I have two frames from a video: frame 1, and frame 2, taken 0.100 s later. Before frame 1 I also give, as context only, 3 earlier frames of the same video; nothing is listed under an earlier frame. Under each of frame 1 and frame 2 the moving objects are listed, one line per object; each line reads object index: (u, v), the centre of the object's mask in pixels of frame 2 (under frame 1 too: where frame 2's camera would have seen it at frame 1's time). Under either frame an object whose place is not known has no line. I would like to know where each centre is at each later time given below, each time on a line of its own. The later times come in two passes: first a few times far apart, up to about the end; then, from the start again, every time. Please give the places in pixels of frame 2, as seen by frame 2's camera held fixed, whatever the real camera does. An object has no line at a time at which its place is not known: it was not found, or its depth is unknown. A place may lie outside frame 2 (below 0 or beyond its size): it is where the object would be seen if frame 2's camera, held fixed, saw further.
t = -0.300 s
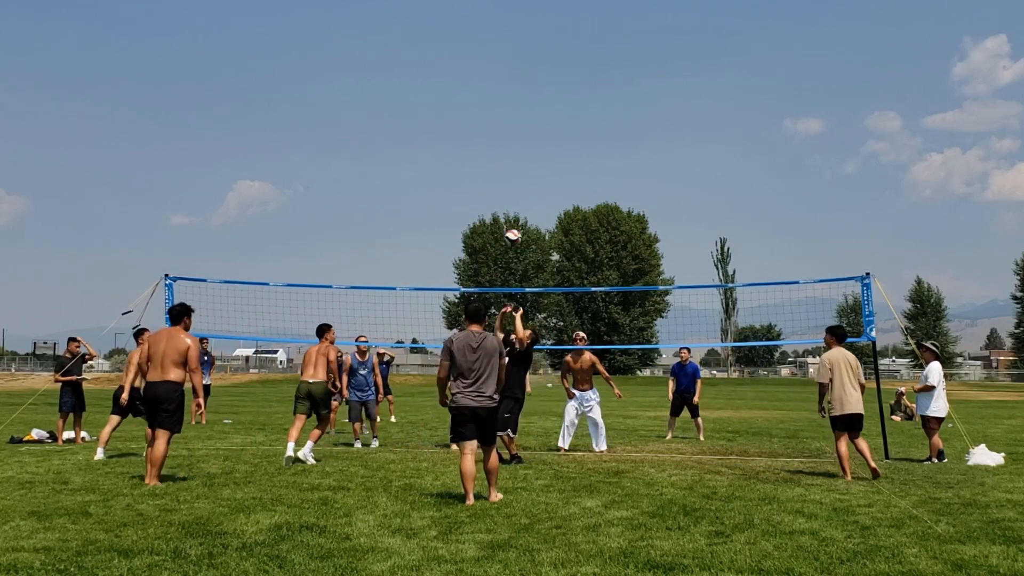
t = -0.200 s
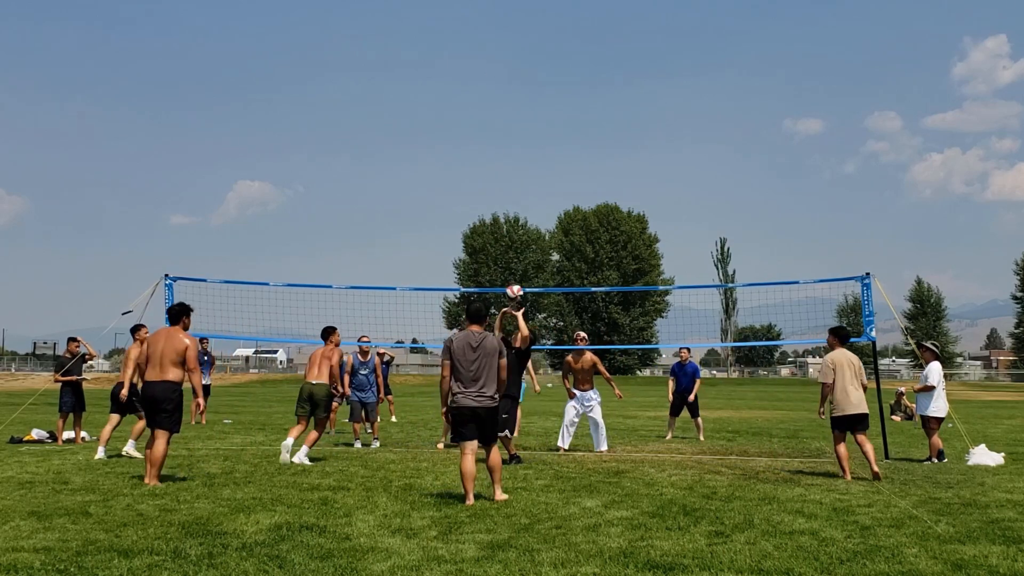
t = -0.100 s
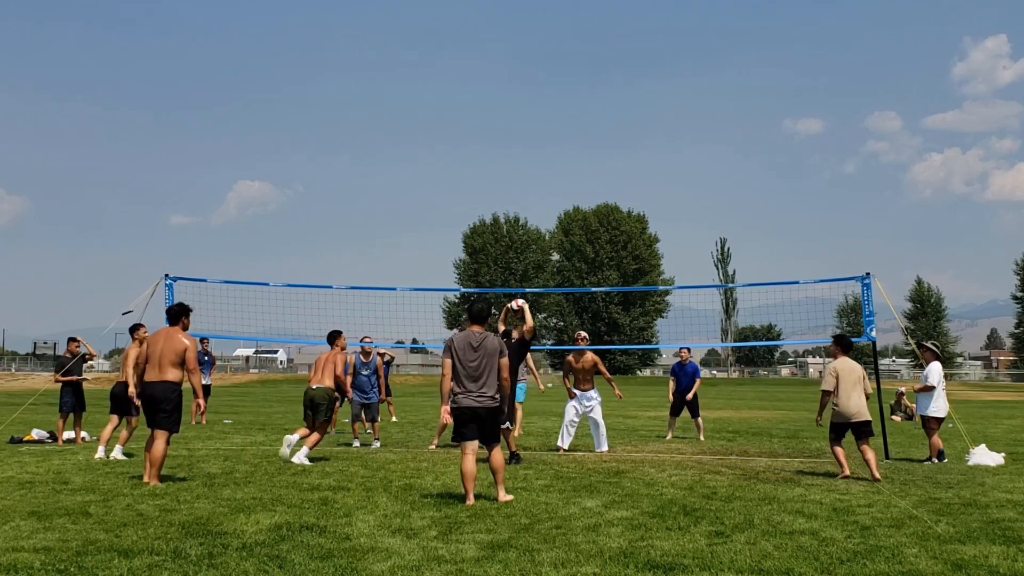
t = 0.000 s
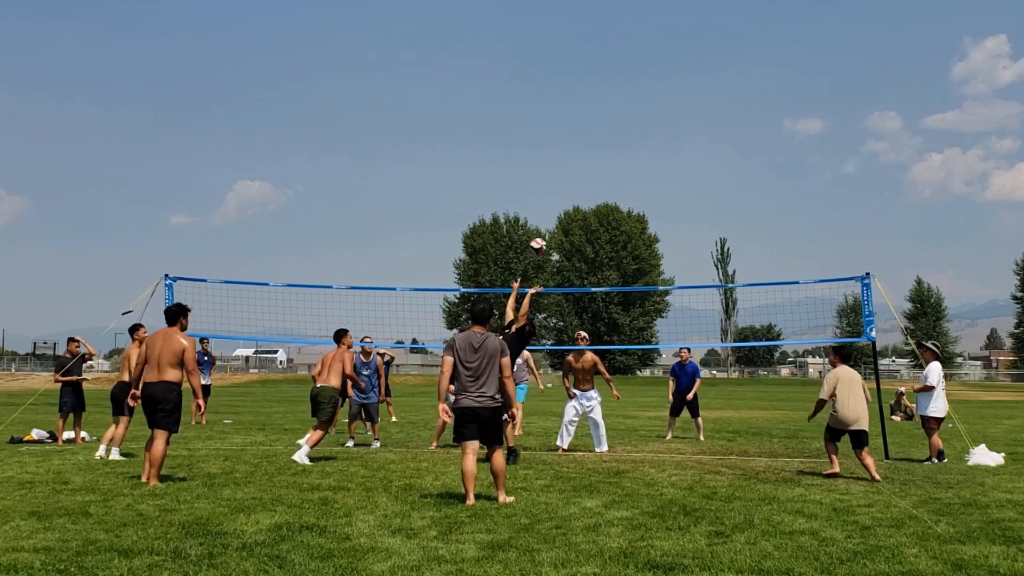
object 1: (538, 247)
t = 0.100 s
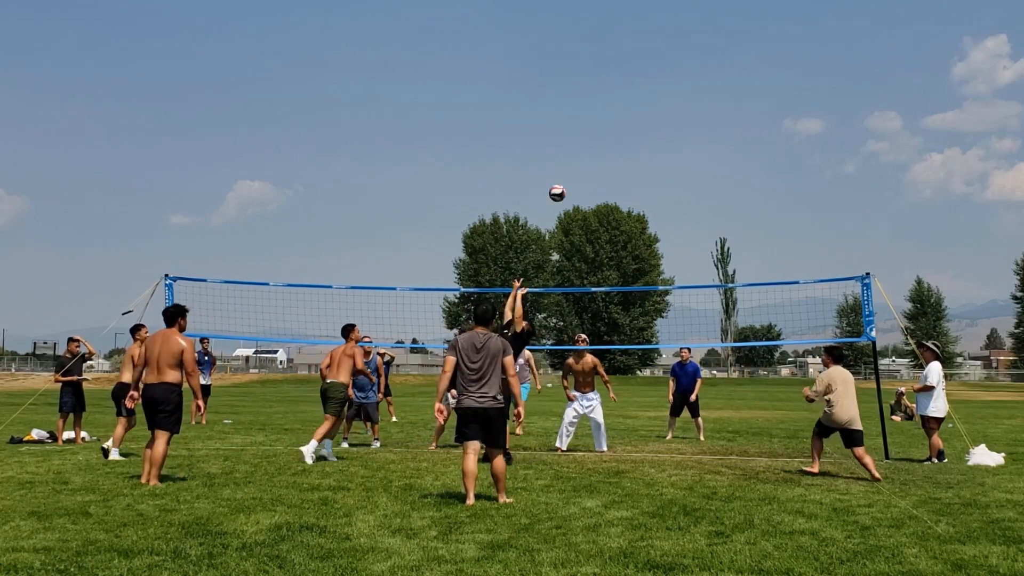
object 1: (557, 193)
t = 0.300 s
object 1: (595, 115)
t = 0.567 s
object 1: (641, 64)
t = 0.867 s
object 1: (690, 73)
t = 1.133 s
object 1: (731, 136)
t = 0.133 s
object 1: (564, 178)
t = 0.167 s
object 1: (570, 163)
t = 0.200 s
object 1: (576, 150)
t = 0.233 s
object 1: (583, 137)
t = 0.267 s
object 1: (589, 126)
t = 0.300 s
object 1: (595, 115)
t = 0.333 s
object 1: (601, 106)
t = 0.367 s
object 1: (607, 97)
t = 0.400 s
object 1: (612, 89)
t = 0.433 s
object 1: (618, 83)
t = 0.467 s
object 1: (624, 76)
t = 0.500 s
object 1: (630, 72)
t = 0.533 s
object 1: (635, 67)
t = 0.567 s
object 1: (641, 64)
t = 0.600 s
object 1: (646, 61)
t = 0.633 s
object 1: (652, 60)
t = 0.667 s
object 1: (658, 59)
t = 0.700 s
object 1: (663, 59)
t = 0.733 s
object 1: (668, 60)
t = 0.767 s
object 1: (674, 62)
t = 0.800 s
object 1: (679, 65)
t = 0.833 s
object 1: (684, 69)
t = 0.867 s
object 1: (690, 73)
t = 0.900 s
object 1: (695, 78)
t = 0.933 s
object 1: (700, 84)
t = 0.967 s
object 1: (706, 90)
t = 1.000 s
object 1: (711, 98)
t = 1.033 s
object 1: (716, 106)
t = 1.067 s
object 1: (721, 115)
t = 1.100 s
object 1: (726, 125)
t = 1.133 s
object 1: (731, 136)
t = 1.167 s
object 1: (736, 147)
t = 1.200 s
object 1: (741, 159)
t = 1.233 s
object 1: (746, 172)
